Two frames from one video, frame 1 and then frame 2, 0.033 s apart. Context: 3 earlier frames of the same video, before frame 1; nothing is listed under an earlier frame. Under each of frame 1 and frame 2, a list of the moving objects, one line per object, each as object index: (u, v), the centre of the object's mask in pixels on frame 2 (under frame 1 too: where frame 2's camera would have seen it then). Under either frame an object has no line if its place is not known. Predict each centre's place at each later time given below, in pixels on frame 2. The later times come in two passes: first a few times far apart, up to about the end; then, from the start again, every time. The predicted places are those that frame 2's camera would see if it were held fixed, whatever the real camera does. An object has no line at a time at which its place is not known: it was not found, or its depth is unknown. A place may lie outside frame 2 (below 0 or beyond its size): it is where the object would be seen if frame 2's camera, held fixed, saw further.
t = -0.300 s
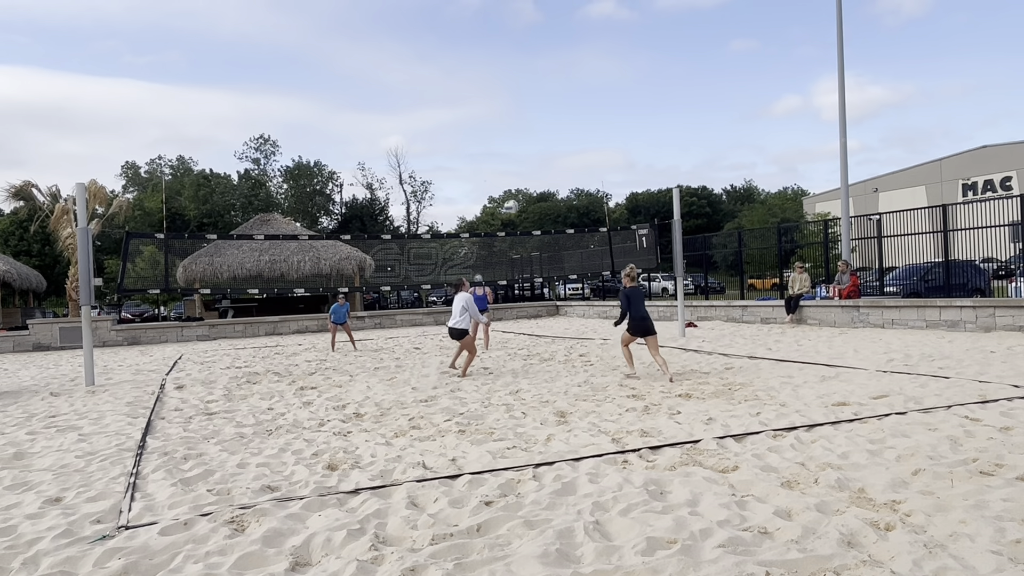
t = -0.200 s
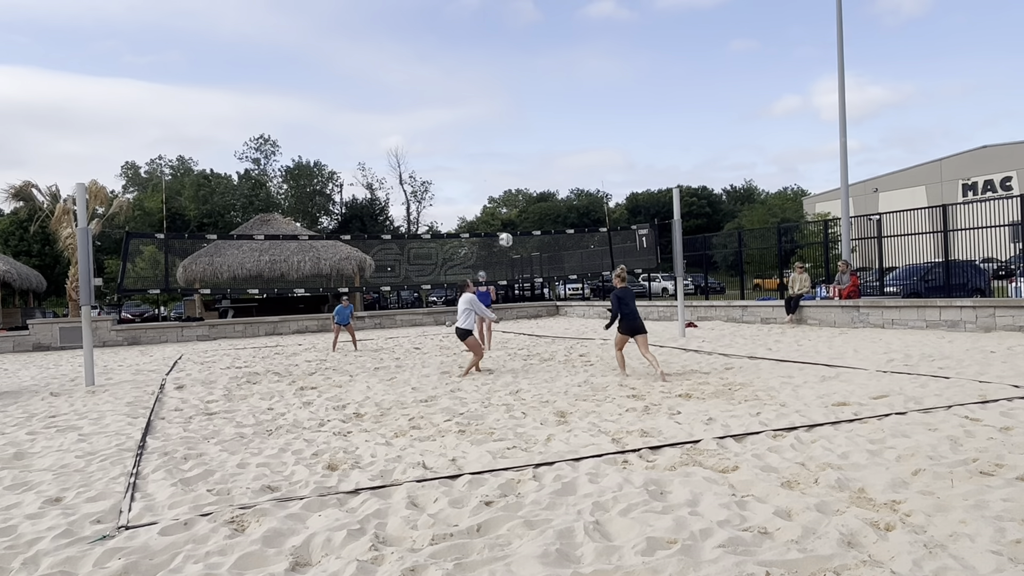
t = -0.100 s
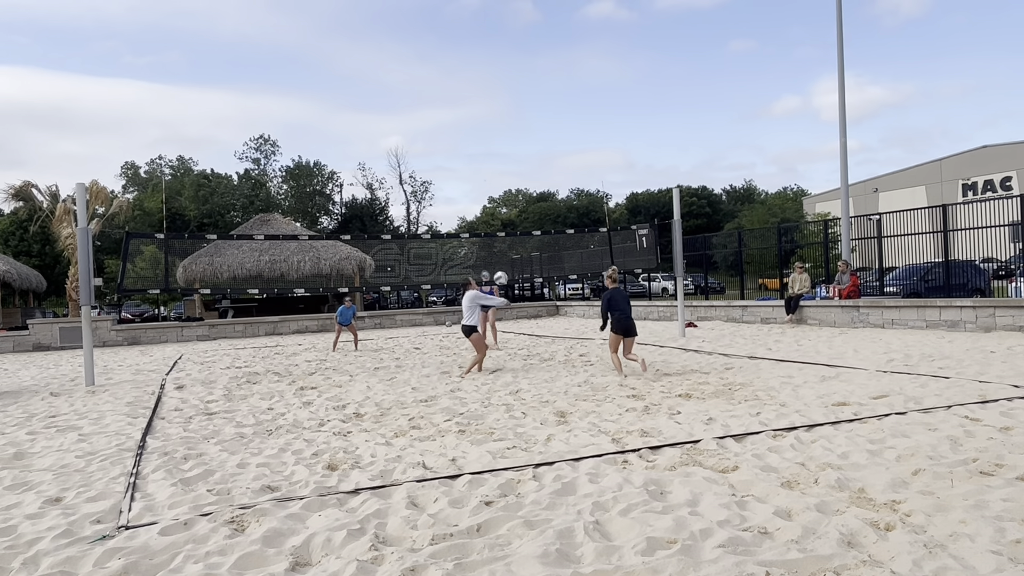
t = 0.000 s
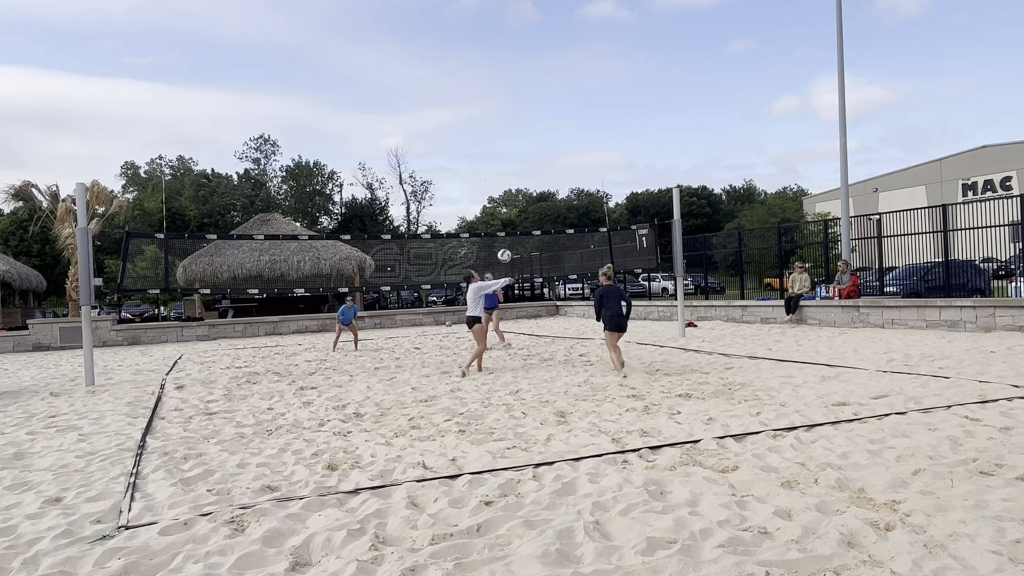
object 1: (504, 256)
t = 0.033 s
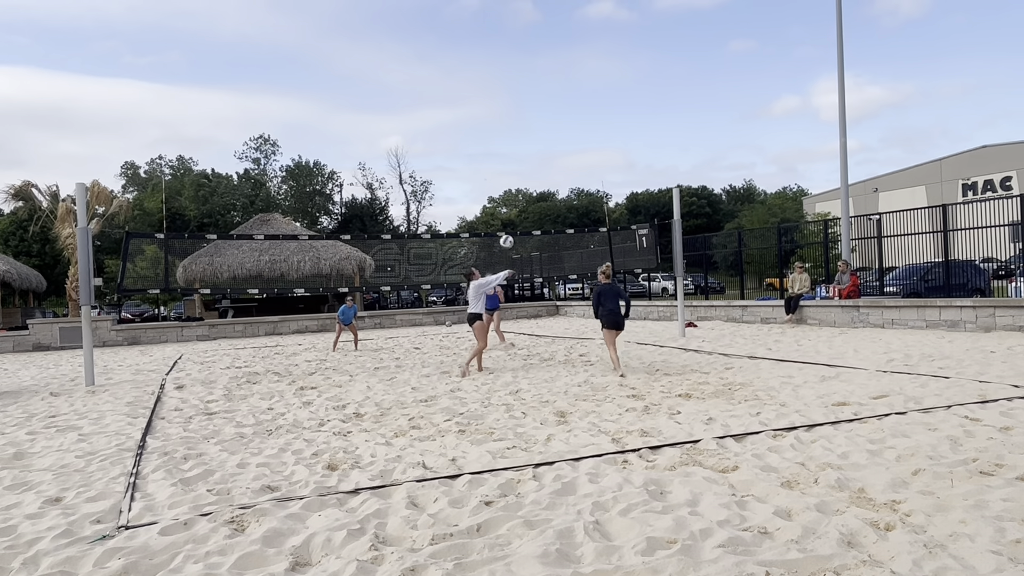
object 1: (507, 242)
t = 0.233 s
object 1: (520, 175)
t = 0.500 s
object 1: (536, 125)
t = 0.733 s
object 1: (550, 119)
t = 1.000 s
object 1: (566, 151)
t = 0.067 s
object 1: (509, 229)
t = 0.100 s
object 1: (511, 216)
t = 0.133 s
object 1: (513, 205)
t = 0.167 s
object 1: (516, 194)
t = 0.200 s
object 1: (517, 184)
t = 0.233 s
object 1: (520, 175)
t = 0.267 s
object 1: (522, 166)
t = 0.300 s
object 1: (524, 157)
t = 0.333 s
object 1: (526, 151)
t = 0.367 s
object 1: (528, 144)
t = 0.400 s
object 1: (529, 138)
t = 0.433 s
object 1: (531, 133)
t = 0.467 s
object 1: (534, 129)
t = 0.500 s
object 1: (536, 125)
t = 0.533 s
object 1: (538, 122)
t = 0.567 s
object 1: (540, 120)
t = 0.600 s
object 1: (542, 118)
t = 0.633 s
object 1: (544, 117)
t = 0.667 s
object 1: (546, 117)
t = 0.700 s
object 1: (548, 117)
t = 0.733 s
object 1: (550, 119)
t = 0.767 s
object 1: (552, 120)
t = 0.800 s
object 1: (554, 123)
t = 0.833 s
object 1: (556, 126)
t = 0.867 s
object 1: (558, 130)
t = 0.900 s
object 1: (560, 134)
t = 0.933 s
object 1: (562, 139)
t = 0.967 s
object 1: (564, 145)
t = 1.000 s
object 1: (566, 151)
